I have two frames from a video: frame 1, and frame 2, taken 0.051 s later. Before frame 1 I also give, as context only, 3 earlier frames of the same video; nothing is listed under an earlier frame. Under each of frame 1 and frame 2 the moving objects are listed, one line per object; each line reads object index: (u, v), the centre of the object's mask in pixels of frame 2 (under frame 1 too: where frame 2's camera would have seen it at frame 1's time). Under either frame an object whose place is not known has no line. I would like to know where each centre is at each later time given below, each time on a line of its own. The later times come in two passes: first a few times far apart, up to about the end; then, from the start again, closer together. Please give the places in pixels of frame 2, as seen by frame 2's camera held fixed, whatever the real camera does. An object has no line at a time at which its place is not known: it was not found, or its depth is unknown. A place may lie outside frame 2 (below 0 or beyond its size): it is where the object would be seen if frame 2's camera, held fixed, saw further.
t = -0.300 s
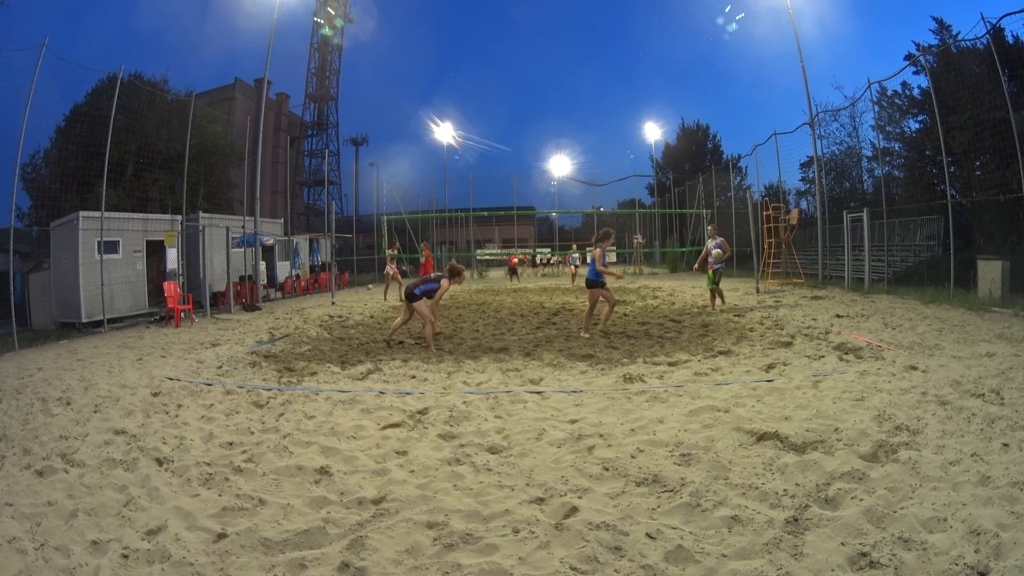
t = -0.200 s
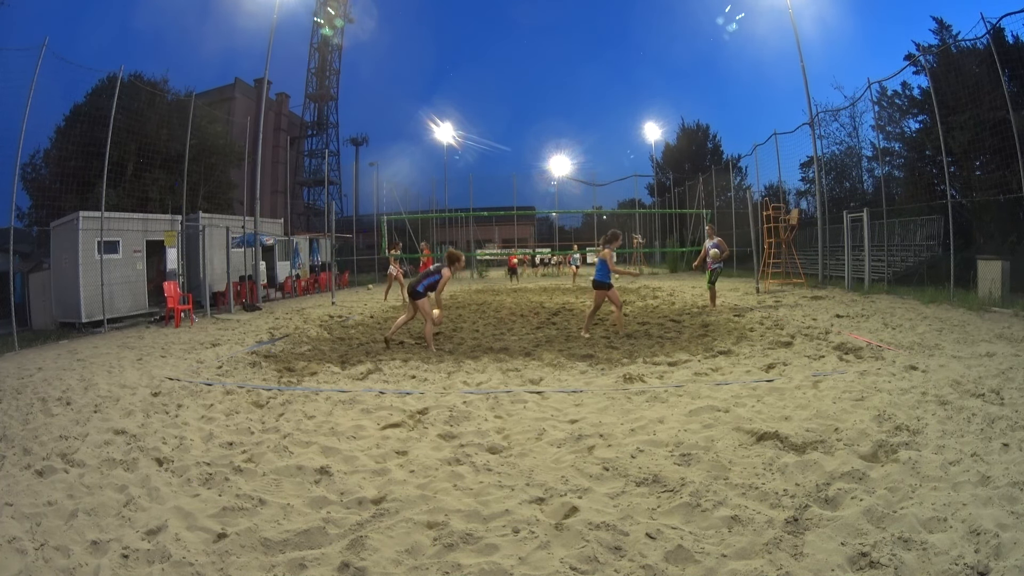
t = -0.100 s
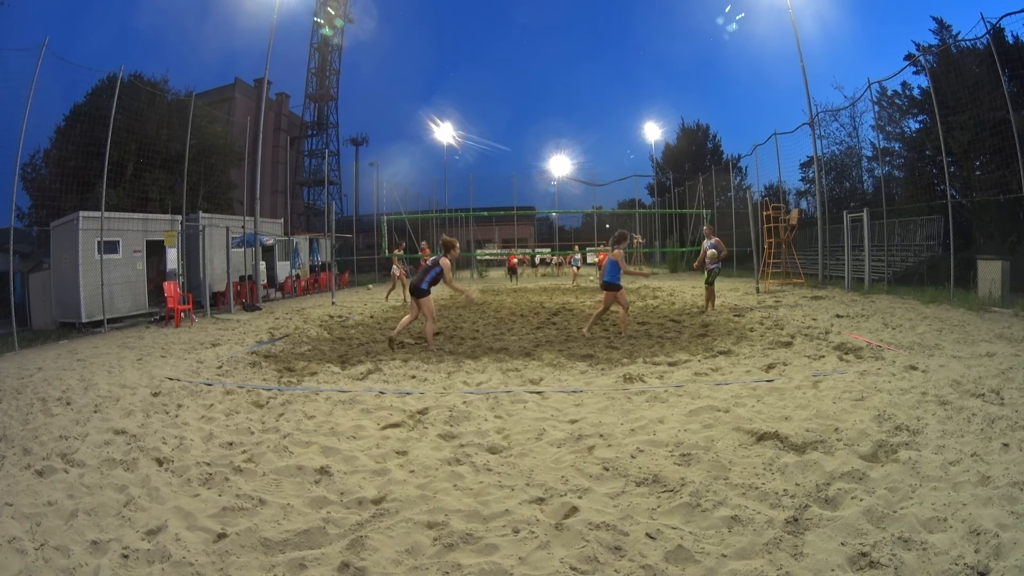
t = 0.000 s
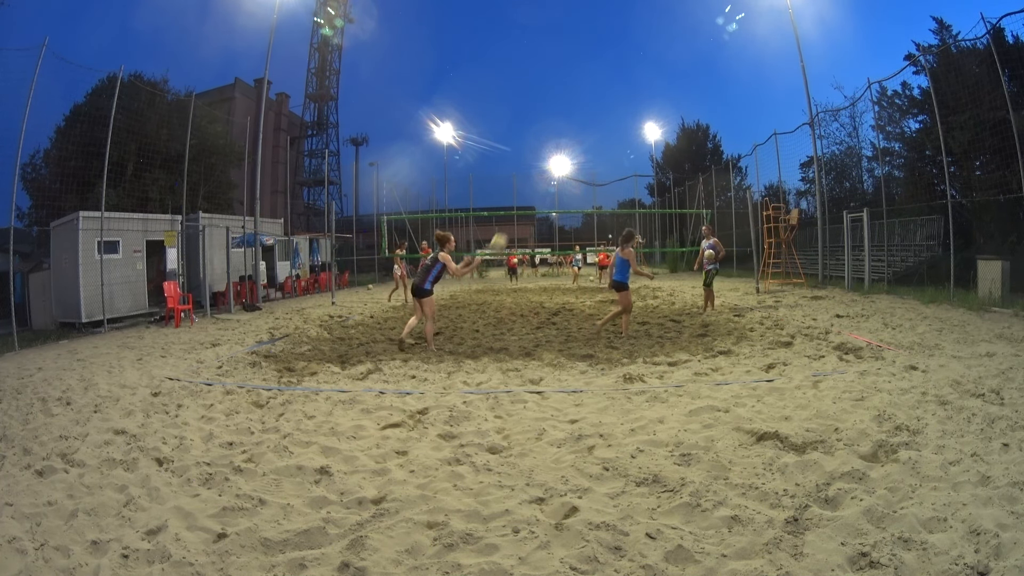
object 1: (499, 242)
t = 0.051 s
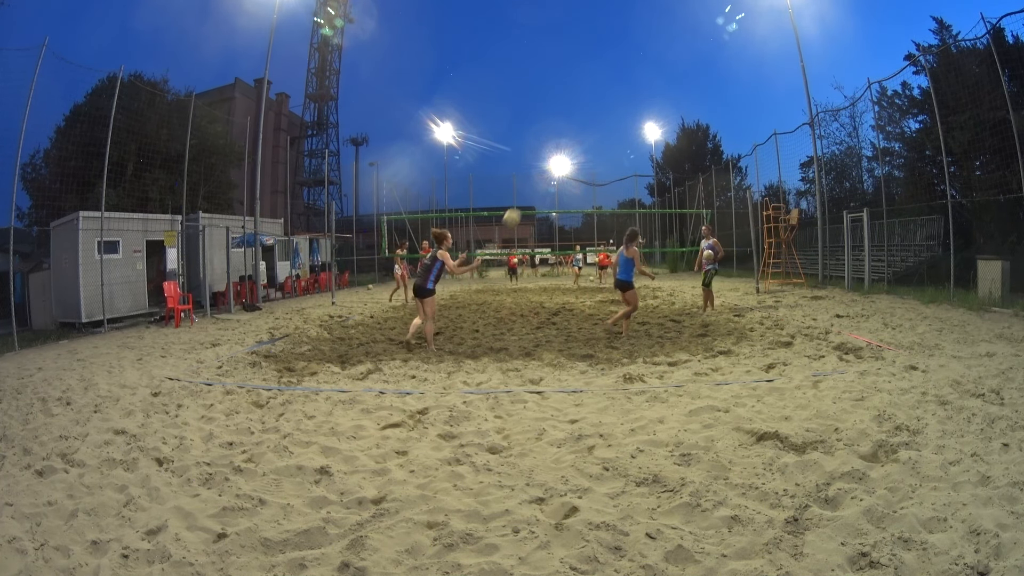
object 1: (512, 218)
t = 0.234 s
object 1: (556, 147)
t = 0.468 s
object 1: (605, 101)
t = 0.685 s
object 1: (647, 93)
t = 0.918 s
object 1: (691, 116)
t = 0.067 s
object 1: (516, 211)
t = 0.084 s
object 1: (520, 202)
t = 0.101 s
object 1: (525, 195)
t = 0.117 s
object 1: (528, 188)
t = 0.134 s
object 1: (532, 181)
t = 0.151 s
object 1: (537, 175)
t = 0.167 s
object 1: (539, 170)
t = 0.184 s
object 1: (543, 163)
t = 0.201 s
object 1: (546, 157)
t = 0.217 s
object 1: (552, 152)
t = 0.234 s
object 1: (556, 147)
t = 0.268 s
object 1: (563, 138)
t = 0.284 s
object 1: (567, 133)
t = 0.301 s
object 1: (571, 130)
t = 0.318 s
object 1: (574, 126)
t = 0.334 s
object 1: (578, 123)
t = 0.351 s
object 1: (581, 119)
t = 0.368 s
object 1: (585, 116)
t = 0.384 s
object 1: (588, 113)
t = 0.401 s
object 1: (592, 110)
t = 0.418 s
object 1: (595, 108)
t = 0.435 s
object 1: (598, 105)
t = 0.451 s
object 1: (602, 103)
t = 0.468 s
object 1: (605, 101)
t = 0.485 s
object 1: (609, 99)
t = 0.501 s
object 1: (612, 98)
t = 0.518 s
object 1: (615, 96)
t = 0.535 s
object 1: (619, 95)
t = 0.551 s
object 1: (622, 94)
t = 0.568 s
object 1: (625, 93)
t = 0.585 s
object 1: (628, 93)
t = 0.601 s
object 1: (631, 93)
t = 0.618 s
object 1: (635, 92)
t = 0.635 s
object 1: (638, 92)
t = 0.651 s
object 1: (641, 92)
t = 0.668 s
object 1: (644, 93)
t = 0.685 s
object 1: (647, 93)
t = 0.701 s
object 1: (650, 94)
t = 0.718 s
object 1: (654, 94)
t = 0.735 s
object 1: (657, 95)
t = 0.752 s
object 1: (660, 96)
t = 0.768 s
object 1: (663, 97)
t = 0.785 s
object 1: (666, 99)
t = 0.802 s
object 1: (669, 100)
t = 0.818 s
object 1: (673, 102)
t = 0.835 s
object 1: (676, 104)
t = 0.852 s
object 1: (679, 106)
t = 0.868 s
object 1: (682, 108)
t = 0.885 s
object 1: (685, 111)
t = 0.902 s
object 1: (688, 113)
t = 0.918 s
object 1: (691, 116)
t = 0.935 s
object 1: (694, 118)
